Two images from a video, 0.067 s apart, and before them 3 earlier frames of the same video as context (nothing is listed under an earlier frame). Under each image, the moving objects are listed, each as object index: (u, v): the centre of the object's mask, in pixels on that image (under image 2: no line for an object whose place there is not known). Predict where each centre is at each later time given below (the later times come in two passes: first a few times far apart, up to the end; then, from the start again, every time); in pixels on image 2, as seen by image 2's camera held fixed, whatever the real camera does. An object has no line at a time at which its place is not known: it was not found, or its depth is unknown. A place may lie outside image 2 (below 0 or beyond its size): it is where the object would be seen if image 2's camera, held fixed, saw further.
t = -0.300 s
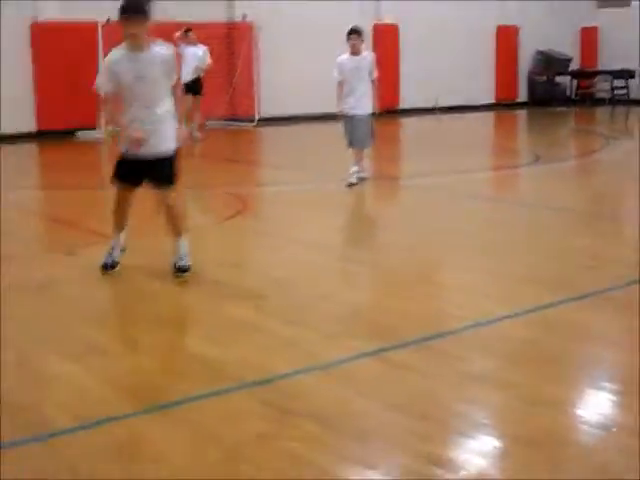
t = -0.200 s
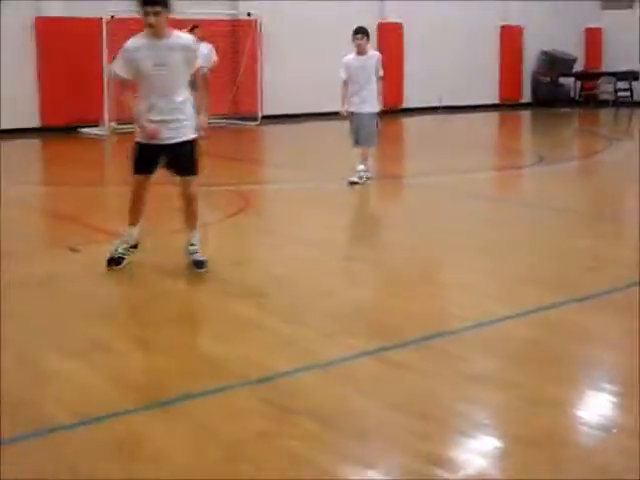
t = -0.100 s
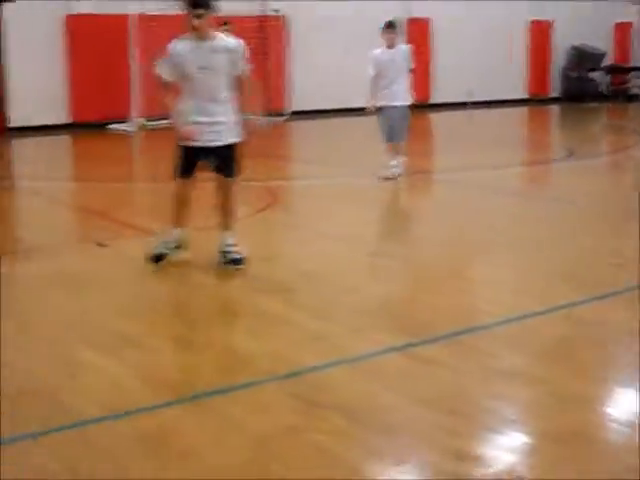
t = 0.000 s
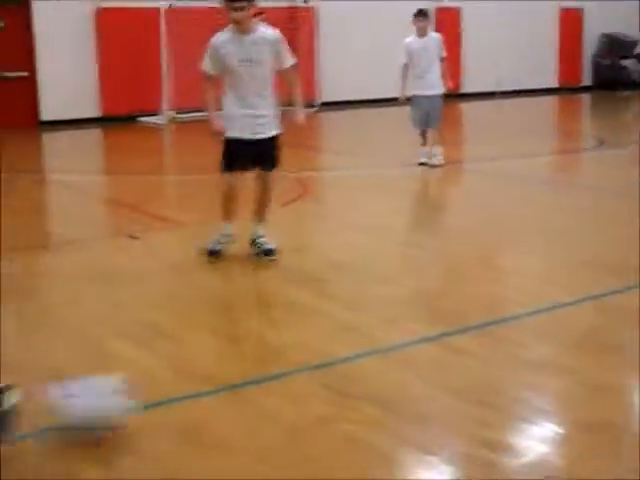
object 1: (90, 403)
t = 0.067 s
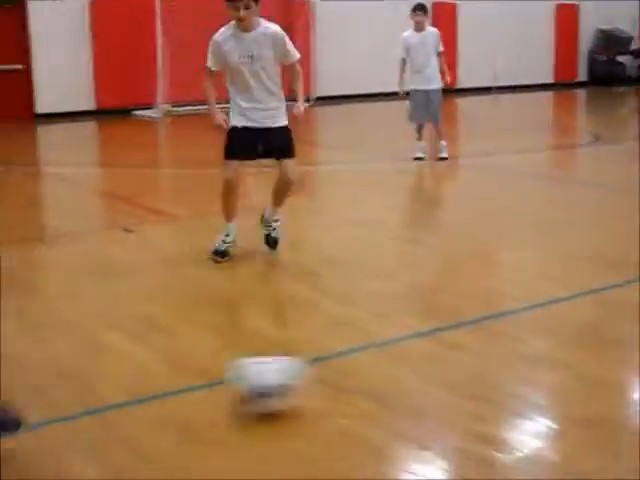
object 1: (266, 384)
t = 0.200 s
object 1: (471, 366)
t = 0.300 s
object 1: (598, 353)
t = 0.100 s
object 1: (324, 381)
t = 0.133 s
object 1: (375, 377)
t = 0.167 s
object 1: (421, 371)
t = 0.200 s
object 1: (471, 366)
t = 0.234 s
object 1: (517, 360)
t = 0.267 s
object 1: (559, 355)
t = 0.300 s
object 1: (598, 353)
